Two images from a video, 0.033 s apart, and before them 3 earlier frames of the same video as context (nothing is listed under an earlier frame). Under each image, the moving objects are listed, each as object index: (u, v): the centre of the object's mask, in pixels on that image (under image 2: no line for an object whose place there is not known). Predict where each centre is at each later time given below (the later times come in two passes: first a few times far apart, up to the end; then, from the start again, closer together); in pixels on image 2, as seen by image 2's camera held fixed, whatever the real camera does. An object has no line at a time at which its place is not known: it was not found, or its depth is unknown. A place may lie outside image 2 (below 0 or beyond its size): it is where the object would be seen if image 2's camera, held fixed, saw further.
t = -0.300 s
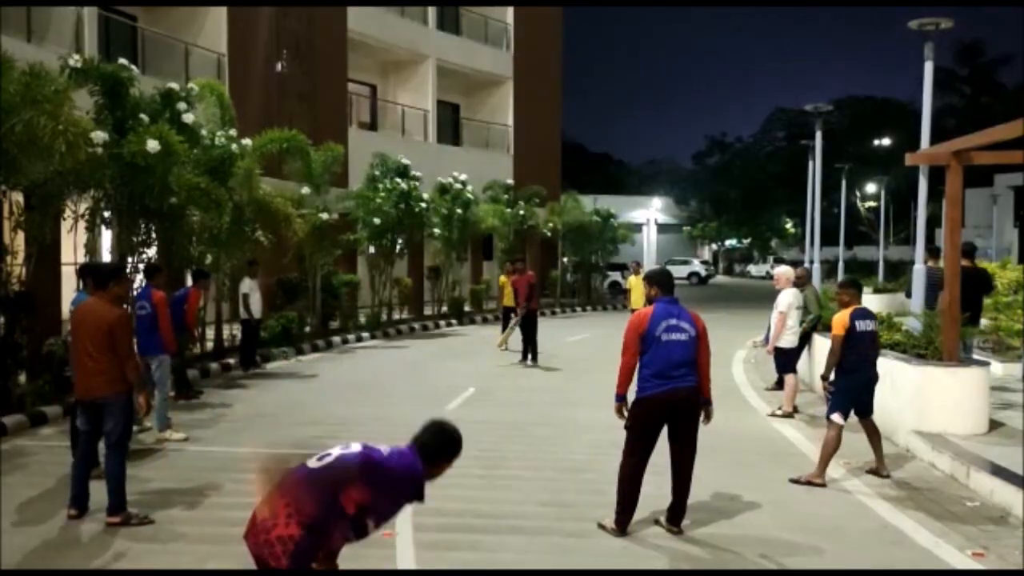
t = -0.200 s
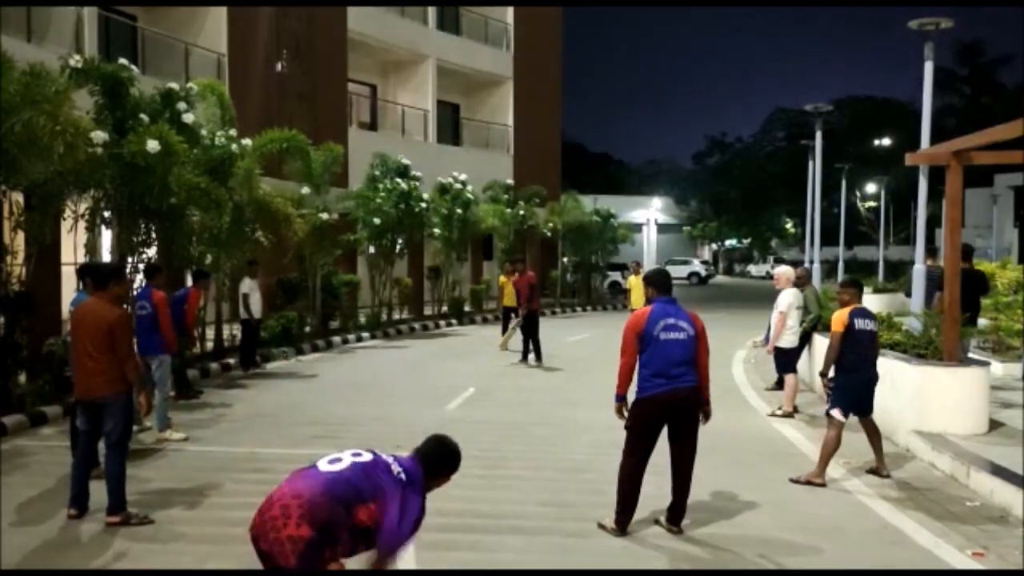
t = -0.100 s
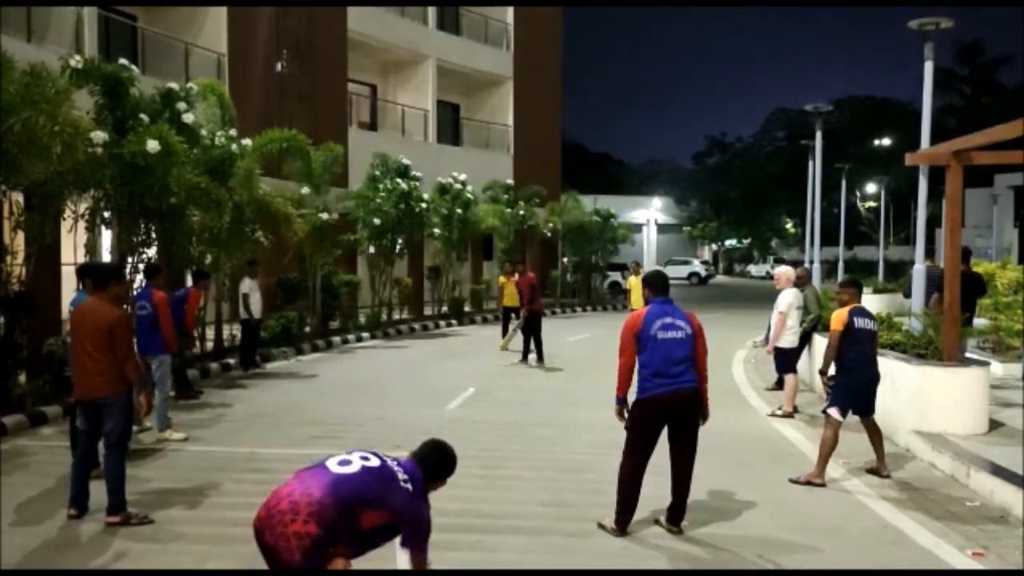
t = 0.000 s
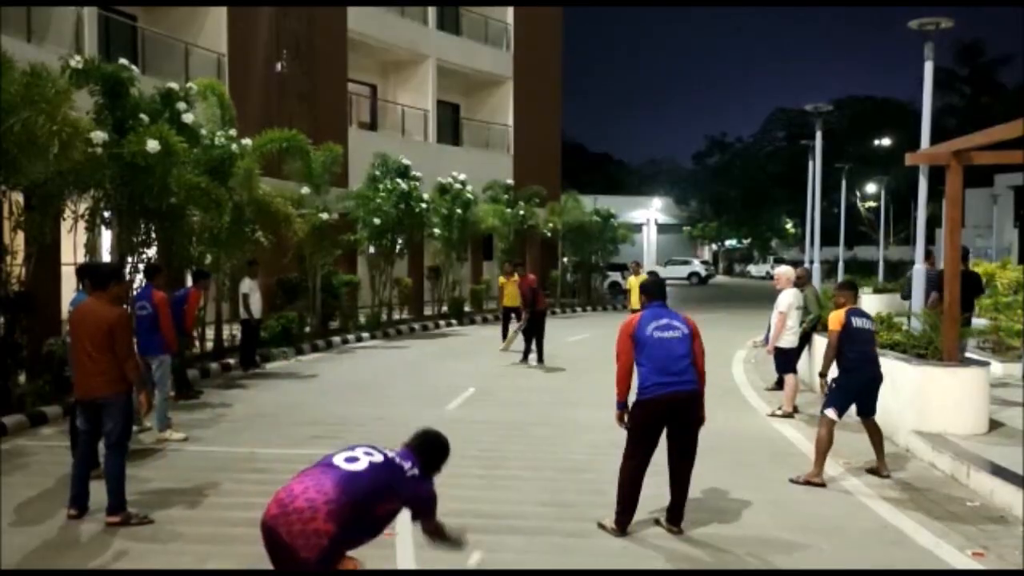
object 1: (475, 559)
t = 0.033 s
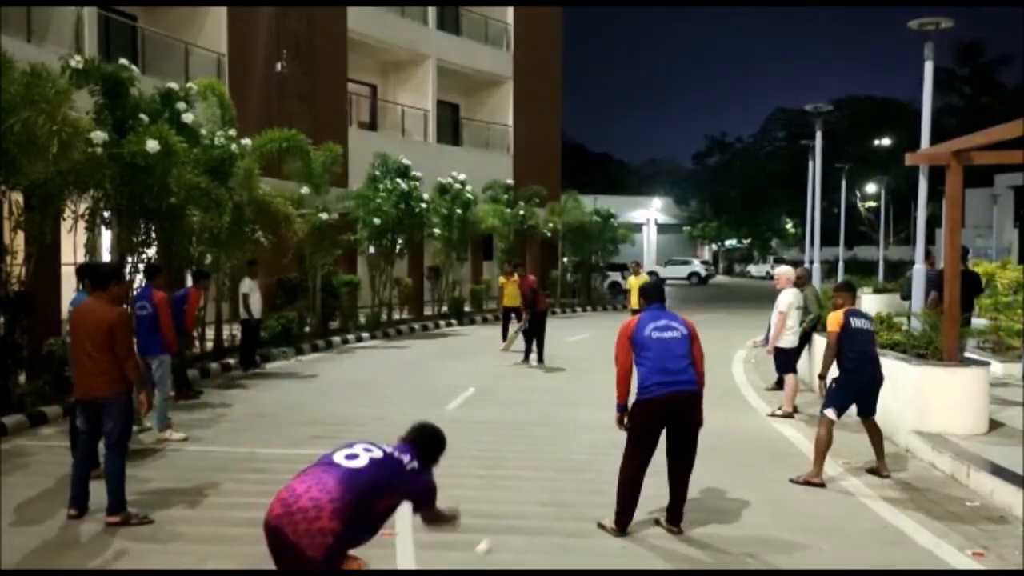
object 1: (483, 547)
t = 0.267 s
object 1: (521, 480)
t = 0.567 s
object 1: (535, 432)
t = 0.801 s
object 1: (534, 410)
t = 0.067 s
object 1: (492, 537)
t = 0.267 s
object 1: (521, 480)
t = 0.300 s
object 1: (524, 473)
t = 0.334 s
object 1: (527, 468)
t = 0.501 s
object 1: (534, 439)
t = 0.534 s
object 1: (534, 435)
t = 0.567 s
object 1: (535, 432)
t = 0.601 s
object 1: (537, 430)
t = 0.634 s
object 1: (537, 430)
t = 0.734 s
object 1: (535, 415)
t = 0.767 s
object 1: (535, 412)
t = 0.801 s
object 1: (534, 410)
